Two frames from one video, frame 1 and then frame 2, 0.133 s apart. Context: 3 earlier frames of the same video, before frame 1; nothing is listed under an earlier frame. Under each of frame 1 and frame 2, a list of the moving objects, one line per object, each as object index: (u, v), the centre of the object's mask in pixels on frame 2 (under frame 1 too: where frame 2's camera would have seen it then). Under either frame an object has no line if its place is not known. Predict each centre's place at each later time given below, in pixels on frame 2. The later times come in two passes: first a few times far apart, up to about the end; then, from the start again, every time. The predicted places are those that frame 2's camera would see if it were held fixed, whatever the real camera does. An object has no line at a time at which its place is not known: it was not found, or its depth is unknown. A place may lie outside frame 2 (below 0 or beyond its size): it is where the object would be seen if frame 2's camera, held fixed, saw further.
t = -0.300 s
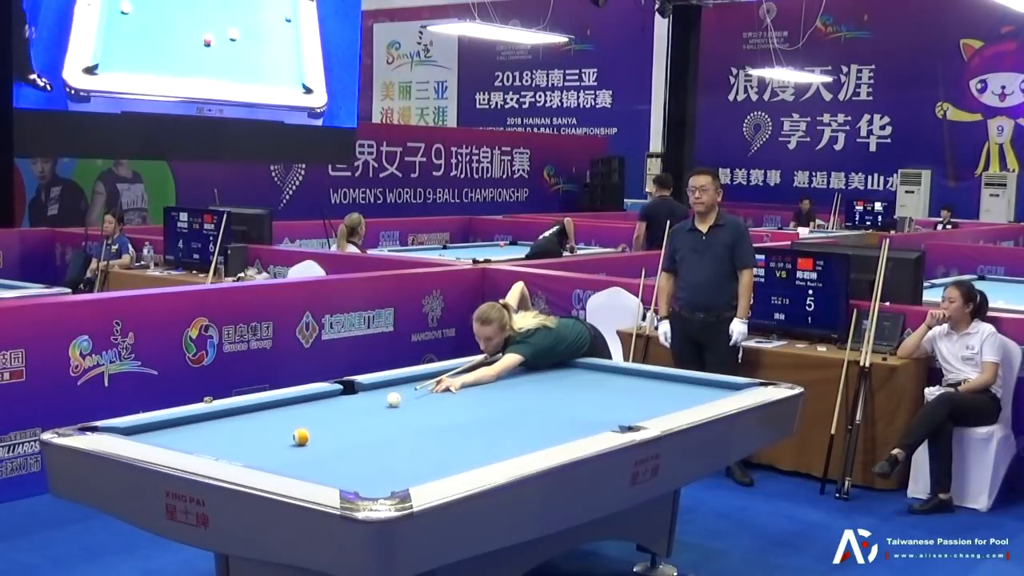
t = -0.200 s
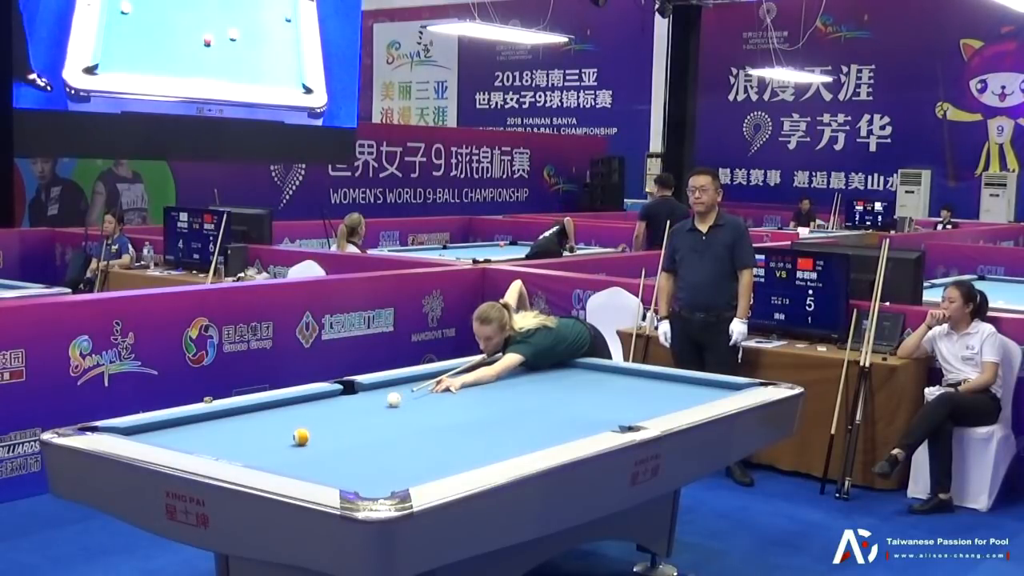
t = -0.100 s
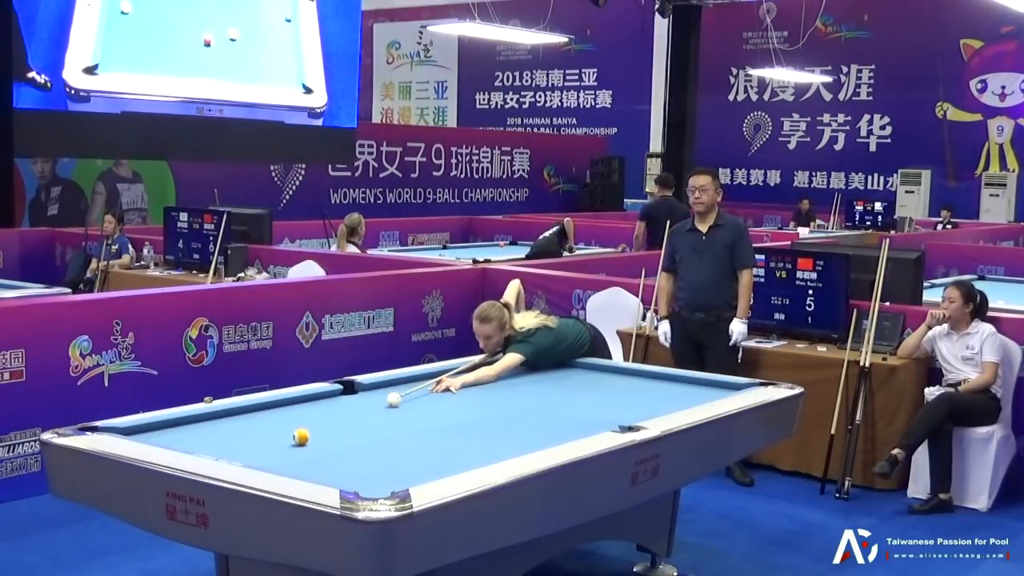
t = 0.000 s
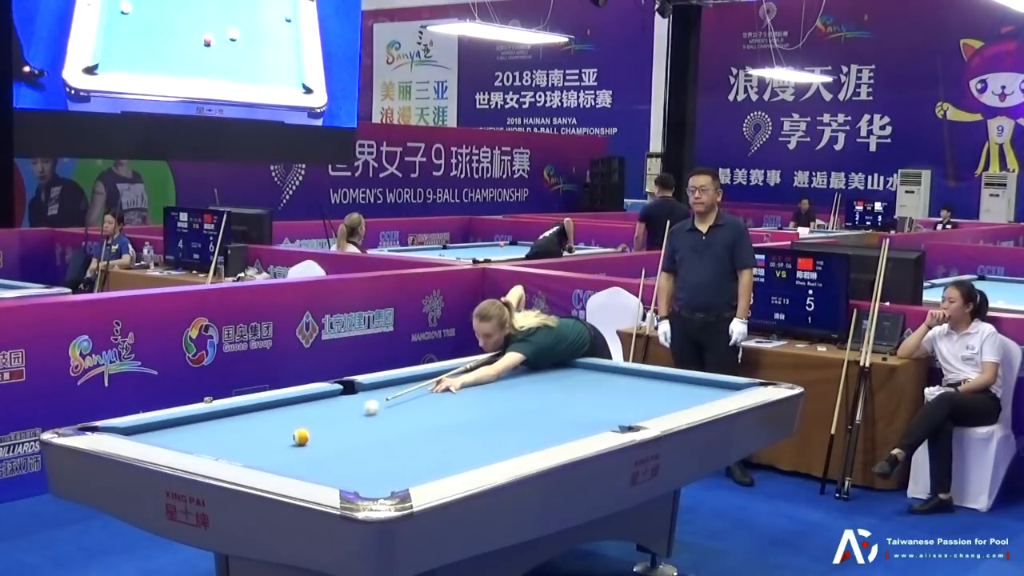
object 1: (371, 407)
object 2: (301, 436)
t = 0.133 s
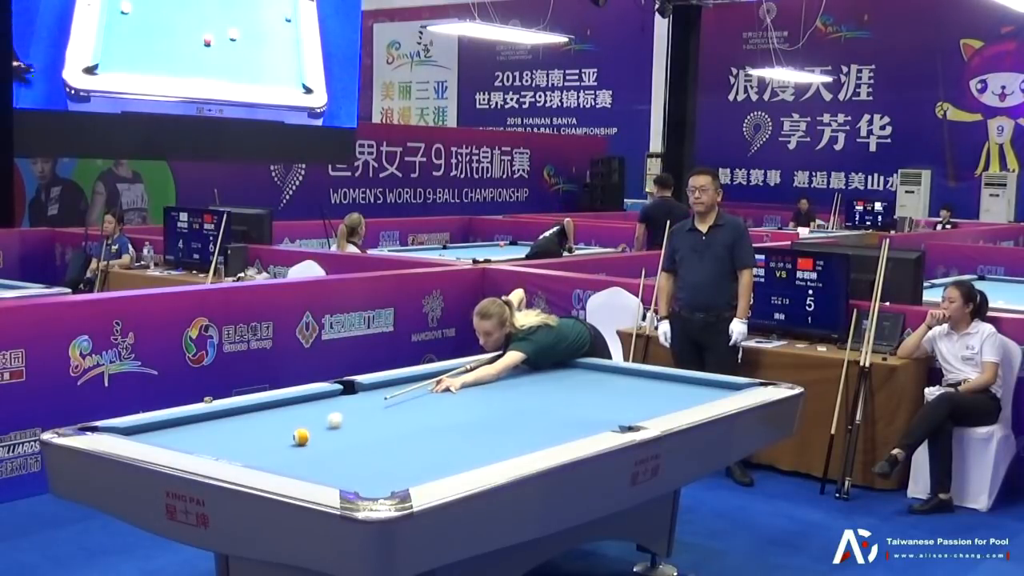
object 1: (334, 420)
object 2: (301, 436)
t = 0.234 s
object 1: (309, 427)
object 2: (301, 436)
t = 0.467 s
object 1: (226, 441)
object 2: (315, 448)
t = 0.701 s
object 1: (184, 441)
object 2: (329, 461)
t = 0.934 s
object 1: (203, 431)
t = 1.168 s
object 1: (219, 421)
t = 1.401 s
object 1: (234, 412)
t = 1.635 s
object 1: (263, 409)
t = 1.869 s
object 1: (292, 406)
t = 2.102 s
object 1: (320, 404)
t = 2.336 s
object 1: (346, 401)
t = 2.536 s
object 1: (367, 400)
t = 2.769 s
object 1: (391, 398)
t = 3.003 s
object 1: (412, 396)
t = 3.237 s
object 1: (432, 395)
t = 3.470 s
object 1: (451, 393)
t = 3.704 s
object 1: (470, 392)
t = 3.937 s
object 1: (486, 391)
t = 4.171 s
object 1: (502, 389)
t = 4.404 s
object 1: (517, 388)
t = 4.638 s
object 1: (530, 388)
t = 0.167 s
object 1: (325, 424)
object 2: (301, 436)
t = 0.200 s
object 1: (316, 426)
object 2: (301, 436)
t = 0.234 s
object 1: (309, 427)
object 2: (301, 436)
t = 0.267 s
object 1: (295, 428)
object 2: (301, 437)
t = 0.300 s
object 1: (286, 434)
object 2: (303, 438)
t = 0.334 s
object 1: (274, 435)
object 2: (306, 440)
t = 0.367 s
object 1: (262, 436)
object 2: (309, 443)
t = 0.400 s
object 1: (250, 438)
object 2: (311, 445)
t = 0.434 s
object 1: (238, 439)
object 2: (313, 446)
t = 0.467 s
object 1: (226, 441)
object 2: (315, 448)
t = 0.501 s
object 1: (214, 442)
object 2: (316, 450)
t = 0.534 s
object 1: (202, 443)
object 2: (319, 451)
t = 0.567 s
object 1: (191, 443)
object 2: (321, 453)
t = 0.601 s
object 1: (178, 443)
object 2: (323, 455)
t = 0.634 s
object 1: (175, 442)
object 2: (325, 456)
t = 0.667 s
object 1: (179, 441)
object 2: (327, 459)
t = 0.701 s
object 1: (184, 441)
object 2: (329, 461)
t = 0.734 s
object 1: (187, 440)
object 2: (331, 462)
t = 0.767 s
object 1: (190, 439)
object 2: (333, 464)
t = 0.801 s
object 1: (193, 437)
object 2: (335, 466)
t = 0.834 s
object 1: (196, 435)
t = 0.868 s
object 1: (198, 434)
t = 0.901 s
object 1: (201, 432)
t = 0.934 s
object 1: (203, 431)
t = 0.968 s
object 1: (206, 429)
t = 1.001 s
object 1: (208, 428)
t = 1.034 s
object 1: (210, 426)
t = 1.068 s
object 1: (213, 425)
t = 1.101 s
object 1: (215, 423)
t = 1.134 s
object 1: (217, 422)
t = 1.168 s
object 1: (219, 421)
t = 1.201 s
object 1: (221, 419)
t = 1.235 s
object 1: (223, 418)
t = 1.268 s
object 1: (225, 417)
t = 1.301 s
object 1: (228, 415)
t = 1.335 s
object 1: (230, 414)
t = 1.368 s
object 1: (232, 413)
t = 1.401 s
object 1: (234, 412)
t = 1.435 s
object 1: (236, 411)
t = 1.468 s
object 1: (241, 410)
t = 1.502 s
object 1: (245, 410)
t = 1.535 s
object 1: (250, 410)
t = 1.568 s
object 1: (255, 409)
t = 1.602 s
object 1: (259, 409)
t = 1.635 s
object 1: (263, 409)
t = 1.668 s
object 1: (267, 408)
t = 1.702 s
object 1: (272, 408)
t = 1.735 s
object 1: (276, 407)
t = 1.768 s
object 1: (280, 407)
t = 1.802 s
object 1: (284, 407)
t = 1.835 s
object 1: (288, 406)
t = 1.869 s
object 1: (292, 406)
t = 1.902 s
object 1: (297, 406)
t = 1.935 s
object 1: (300, 405)
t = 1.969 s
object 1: (304, 405)
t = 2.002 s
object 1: (309, 405)
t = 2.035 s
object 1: (312, 405)
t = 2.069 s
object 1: (316, 404)
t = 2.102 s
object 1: (320, 404)
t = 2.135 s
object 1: (324, 403)
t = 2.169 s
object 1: (328, 403)
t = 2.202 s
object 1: (331, 403)
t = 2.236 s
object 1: (335, 402)
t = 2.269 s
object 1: (339, 402)
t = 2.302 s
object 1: (343, 402)
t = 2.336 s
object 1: (346, 401)
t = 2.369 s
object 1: (350, 401)
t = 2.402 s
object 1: (353, 401)
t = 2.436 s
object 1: (356, 401)
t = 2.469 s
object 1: (360, 400)
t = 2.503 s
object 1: (364, 400)
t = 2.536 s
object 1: (367, 400)
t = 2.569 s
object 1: (371, 400)
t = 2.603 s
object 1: (374, 399)
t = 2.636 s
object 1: (377, 399)
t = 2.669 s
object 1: (381, 399)
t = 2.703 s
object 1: (384, 399)
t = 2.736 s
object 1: (387, 398)
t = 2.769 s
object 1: (391, 398)
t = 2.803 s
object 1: (393, 398)
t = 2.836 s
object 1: (397, 398)
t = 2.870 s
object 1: (400, 398)
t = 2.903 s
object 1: (403, 397)
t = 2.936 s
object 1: (406, 397)
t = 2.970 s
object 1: (409, 397)
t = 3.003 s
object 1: (412, 396)
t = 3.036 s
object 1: (415, 396)
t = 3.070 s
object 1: (418, 396)
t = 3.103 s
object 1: (421, 396)
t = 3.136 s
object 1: (424, 396)
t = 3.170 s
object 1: (427, 395)
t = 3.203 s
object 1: (430, 395)
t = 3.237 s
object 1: (432, 395)
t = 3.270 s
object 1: (435, 395)
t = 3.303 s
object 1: (438, 394)
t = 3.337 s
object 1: (441, 394)
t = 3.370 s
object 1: (444, 394)
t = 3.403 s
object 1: (446, 394)
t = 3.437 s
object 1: (449, 393)
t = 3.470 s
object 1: (451, 393)
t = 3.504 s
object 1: (454, 393)
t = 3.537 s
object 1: (456, 393)
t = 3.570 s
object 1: (459, 392)
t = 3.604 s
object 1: (462, 392)
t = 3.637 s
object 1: (465, 392)
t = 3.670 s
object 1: (467, 392)
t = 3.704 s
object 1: (470, 392)
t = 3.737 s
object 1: (472, 392)
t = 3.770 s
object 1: (475, 391)
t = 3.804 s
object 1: (477, 391)
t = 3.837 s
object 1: (479, 391)
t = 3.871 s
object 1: (481, 391)
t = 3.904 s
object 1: (484, 391)
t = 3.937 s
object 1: (486, 391)
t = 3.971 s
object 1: (488, 391)
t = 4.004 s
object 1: (491, 390)
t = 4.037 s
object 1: (493, 390)
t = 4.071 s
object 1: (495, 390)
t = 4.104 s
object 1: (498, 390)
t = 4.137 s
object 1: (500, 390)
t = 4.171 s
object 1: (502, 389)
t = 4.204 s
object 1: (504, 389)
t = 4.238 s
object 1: (506, 389)
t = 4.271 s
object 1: (509, 389)
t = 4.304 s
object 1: (510, 389)
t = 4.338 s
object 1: (513, 389)
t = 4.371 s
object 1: (515, 389)
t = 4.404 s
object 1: (517, 388)
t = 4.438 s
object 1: (519, 388)
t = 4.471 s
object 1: (521, 388)
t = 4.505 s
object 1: (523, 388)
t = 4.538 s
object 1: (524, 388)
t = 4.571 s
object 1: (526, 388)
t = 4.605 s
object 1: (528, 388)
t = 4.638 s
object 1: (530, 388)
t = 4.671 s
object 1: (532, 387)
